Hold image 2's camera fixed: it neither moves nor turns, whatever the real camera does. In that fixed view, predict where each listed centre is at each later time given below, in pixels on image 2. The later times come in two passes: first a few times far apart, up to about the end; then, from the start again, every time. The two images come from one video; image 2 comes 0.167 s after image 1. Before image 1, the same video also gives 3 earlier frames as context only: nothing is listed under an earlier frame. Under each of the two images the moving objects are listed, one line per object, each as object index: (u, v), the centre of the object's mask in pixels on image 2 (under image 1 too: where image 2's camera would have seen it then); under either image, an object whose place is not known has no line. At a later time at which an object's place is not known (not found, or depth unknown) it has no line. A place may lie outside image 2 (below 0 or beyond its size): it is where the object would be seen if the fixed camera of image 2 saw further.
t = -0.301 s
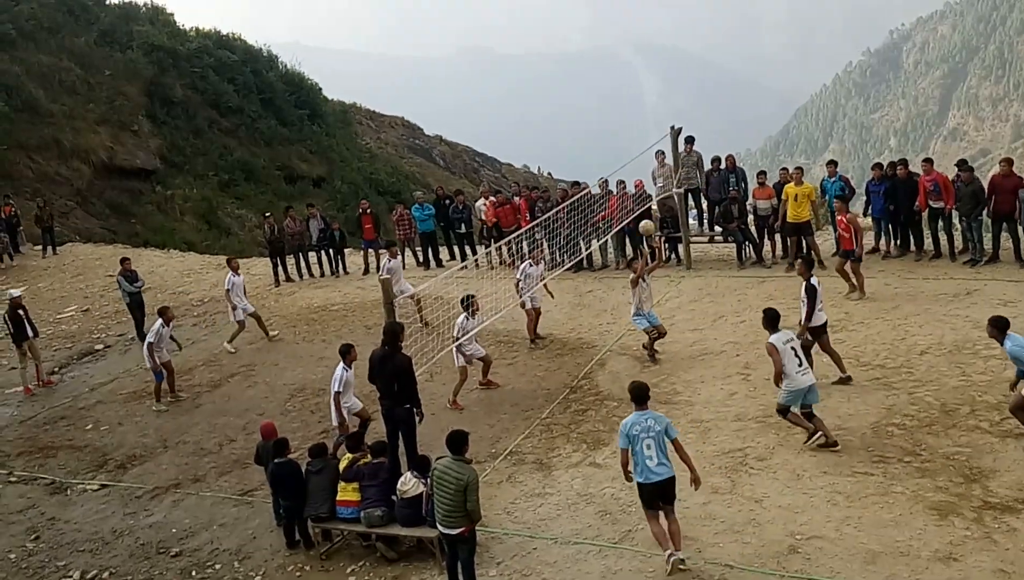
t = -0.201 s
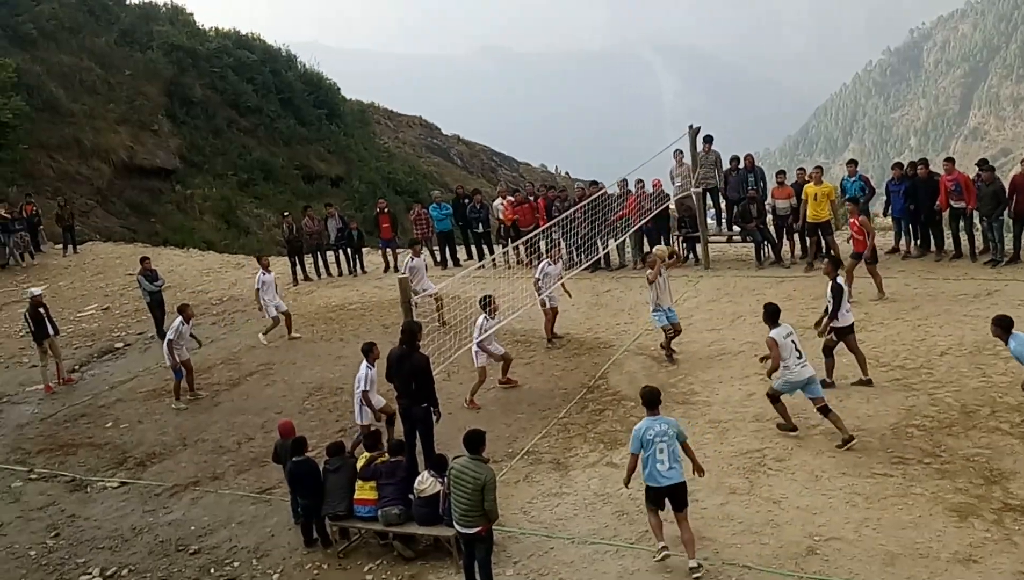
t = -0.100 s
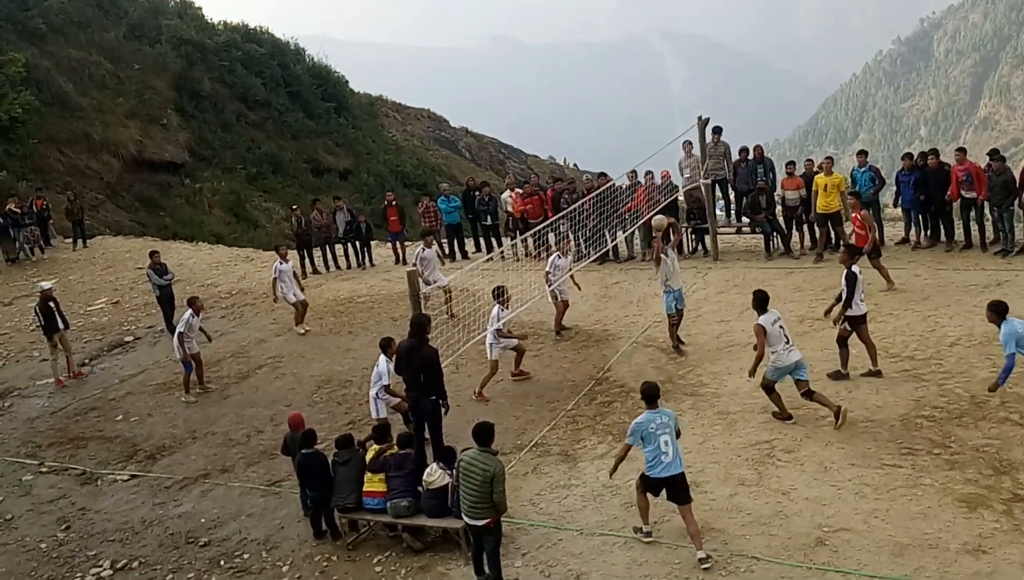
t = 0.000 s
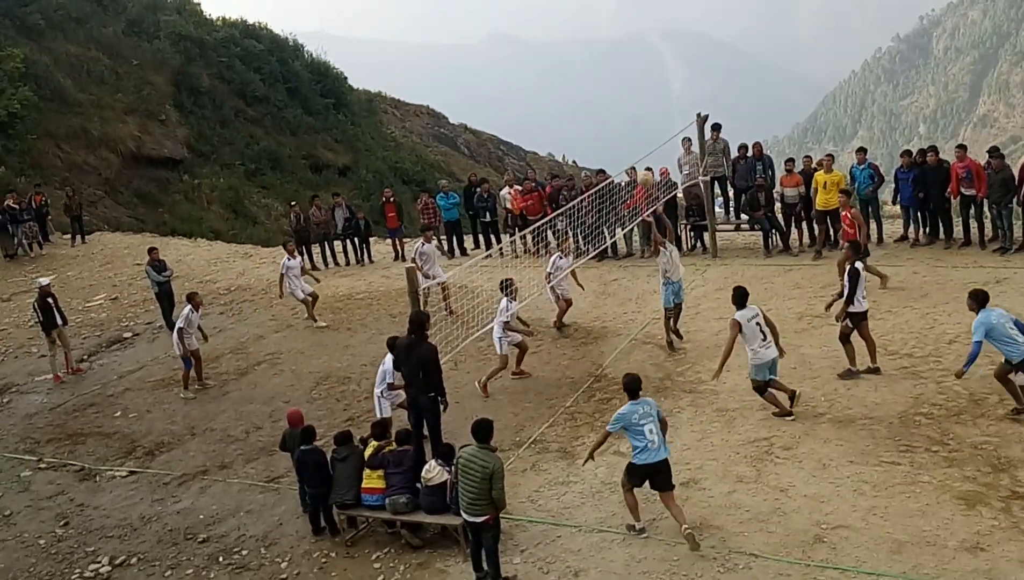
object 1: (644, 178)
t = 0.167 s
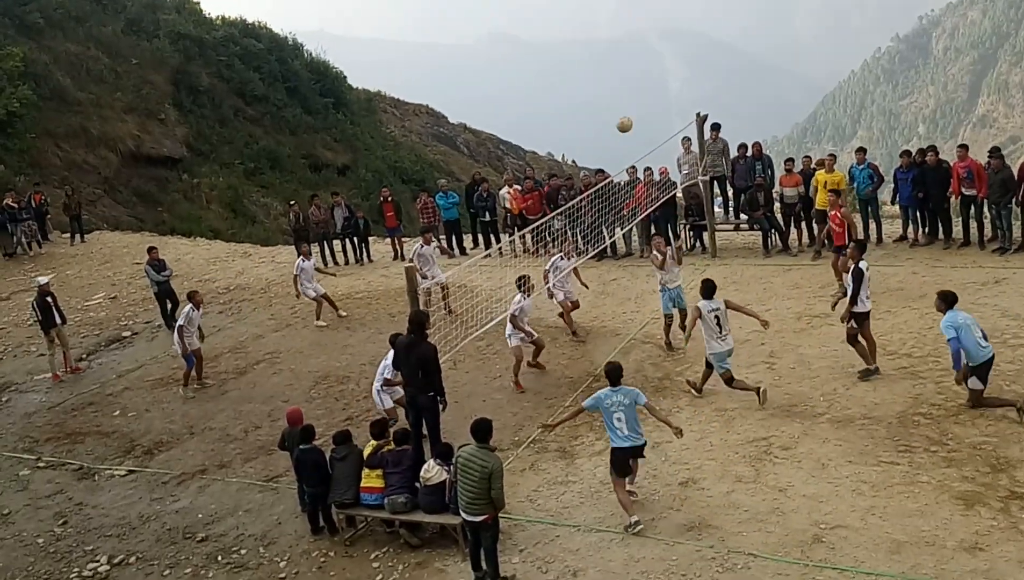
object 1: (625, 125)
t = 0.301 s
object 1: (609, 95)
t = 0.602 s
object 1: (578, 78)
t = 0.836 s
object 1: (561, 118)
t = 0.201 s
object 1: (620, 116)
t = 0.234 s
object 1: (616, 108)
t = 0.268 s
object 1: (613, 101)
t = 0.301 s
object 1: (609, 95)
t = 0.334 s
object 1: (605, 89)
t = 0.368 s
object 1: (602, 85)
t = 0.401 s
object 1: (598, 81)
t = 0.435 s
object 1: (594, 78)
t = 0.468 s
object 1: (591, 76)
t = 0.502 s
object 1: (588, 75)
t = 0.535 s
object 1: (585, 75)
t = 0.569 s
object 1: (581, 76)
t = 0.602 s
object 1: (578, 78)
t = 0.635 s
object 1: (575, 81)
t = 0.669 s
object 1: (573, 84)
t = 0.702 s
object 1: (570, 89)
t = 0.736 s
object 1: (567, 95)
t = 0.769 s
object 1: (565, 102)
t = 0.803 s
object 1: (563, 110)
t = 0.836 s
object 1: (561, 118)
